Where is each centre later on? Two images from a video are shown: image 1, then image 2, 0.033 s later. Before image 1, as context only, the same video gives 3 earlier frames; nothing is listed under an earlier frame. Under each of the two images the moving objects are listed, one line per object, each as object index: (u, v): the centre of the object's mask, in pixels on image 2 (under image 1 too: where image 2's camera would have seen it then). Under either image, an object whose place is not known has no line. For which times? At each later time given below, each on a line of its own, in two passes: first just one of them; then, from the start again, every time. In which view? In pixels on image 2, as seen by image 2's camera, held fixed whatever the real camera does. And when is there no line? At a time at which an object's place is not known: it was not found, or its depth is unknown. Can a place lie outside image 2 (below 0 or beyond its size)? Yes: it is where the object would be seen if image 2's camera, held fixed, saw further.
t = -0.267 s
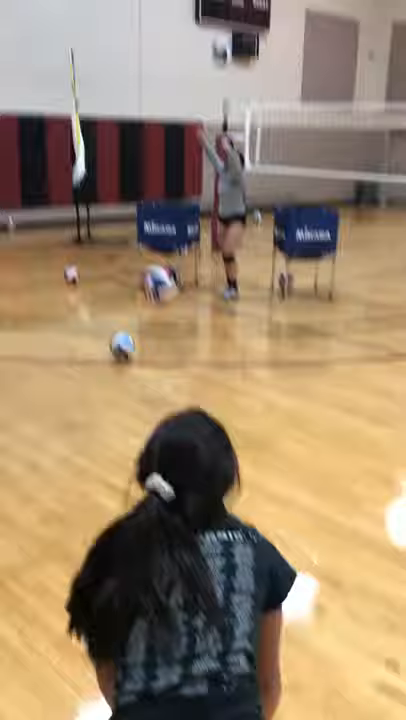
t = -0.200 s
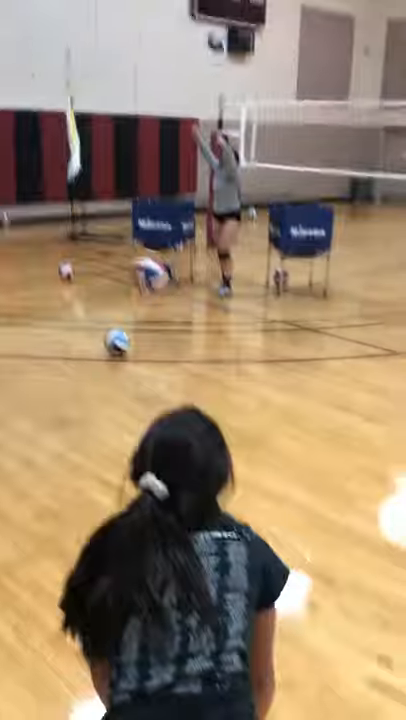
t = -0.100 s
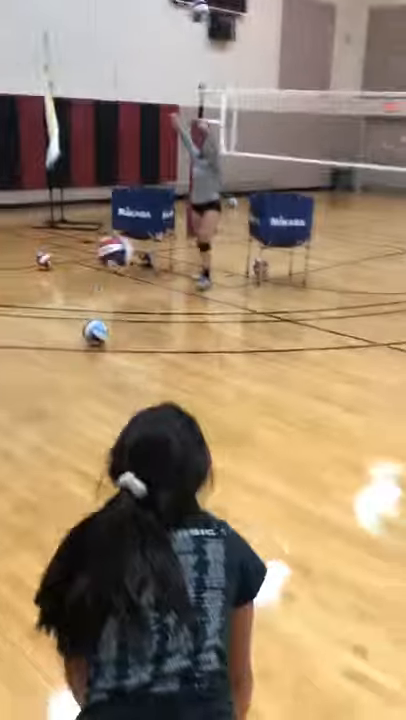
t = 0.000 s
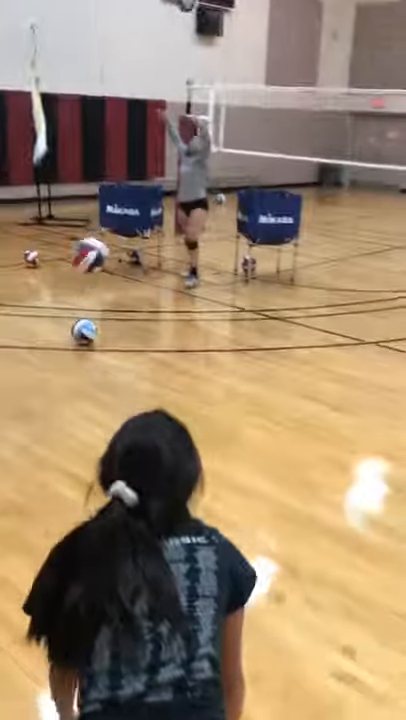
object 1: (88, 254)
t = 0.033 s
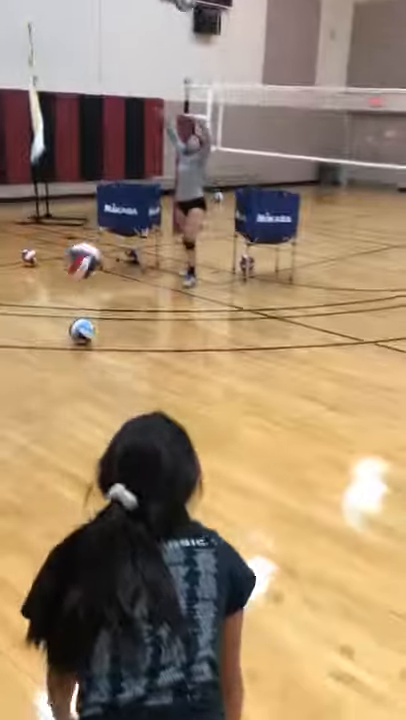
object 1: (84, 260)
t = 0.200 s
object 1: (60, 312)
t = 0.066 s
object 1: (81, 267)
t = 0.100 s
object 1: (74, 275)
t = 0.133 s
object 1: (69, 286)
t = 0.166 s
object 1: (65, 297)
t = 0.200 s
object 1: (60, 312)
